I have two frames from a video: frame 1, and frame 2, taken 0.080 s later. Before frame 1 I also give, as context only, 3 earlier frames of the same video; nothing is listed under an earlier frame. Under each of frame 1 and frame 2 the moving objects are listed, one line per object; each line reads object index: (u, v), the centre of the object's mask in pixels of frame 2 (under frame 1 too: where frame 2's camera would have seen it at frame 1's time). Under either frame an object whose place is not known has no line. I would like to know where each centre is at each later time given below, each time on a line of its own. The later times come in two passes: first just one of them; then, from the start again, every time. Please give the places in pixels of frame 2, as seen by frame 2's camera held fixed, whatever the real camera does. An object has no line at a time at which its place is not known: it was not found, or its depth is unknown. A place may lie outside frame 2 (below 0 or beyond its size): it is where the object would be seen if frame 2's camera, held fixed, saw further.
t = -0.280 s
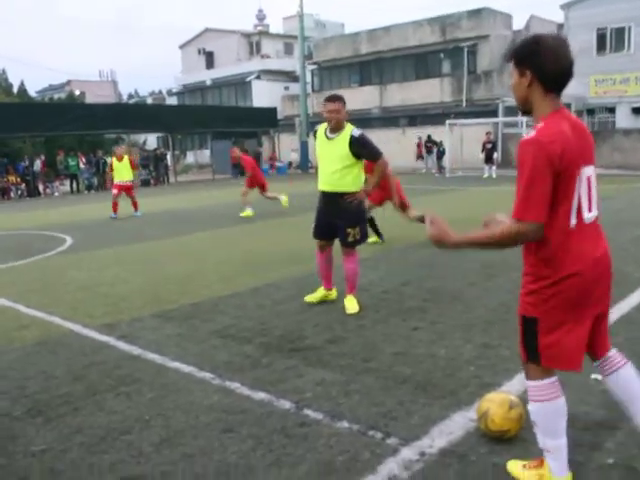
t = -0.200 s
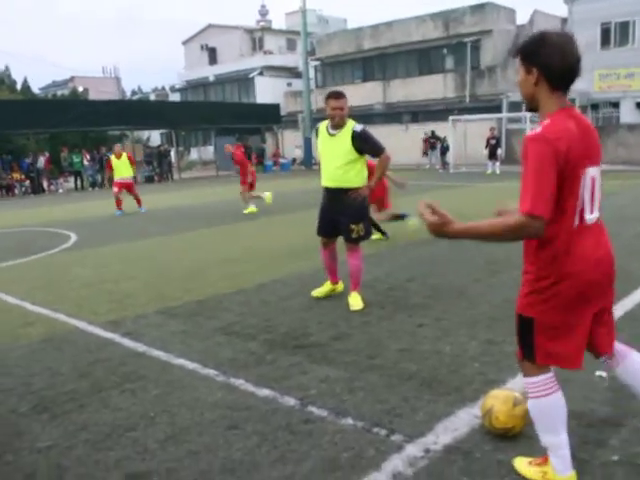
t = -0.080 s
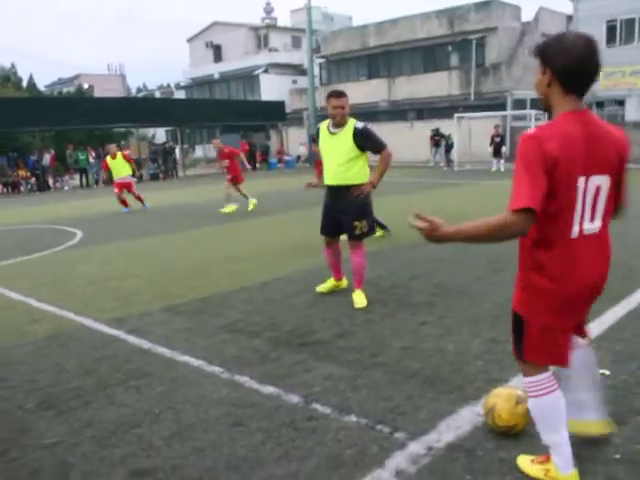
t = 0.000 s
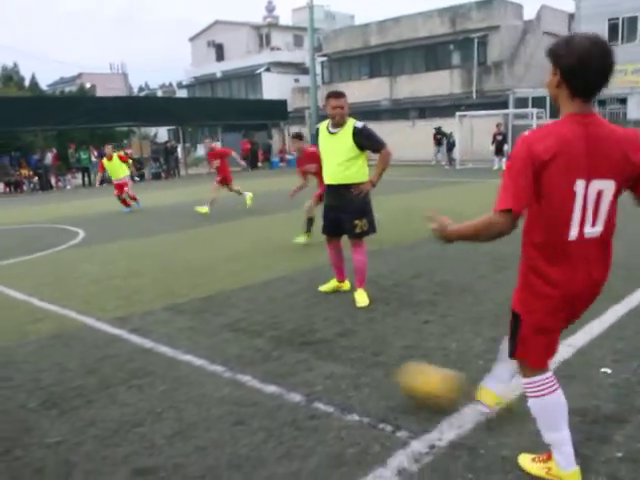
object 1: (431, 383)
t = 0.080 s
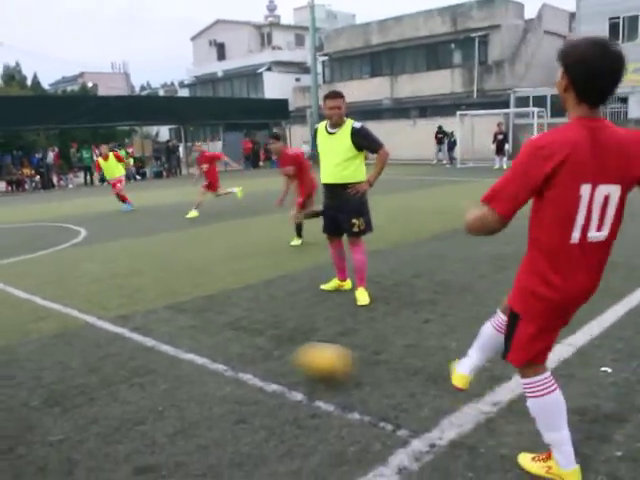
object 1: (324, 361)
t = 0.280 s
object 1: (155, 327)
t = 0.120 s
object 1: (279, 354)
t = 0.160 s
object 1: (242, 346)
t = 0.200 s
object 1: (208, 339)
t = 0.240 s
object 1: (179, 334)
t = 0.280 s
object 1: (155, 327)
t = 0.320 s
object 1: (132, 323)
